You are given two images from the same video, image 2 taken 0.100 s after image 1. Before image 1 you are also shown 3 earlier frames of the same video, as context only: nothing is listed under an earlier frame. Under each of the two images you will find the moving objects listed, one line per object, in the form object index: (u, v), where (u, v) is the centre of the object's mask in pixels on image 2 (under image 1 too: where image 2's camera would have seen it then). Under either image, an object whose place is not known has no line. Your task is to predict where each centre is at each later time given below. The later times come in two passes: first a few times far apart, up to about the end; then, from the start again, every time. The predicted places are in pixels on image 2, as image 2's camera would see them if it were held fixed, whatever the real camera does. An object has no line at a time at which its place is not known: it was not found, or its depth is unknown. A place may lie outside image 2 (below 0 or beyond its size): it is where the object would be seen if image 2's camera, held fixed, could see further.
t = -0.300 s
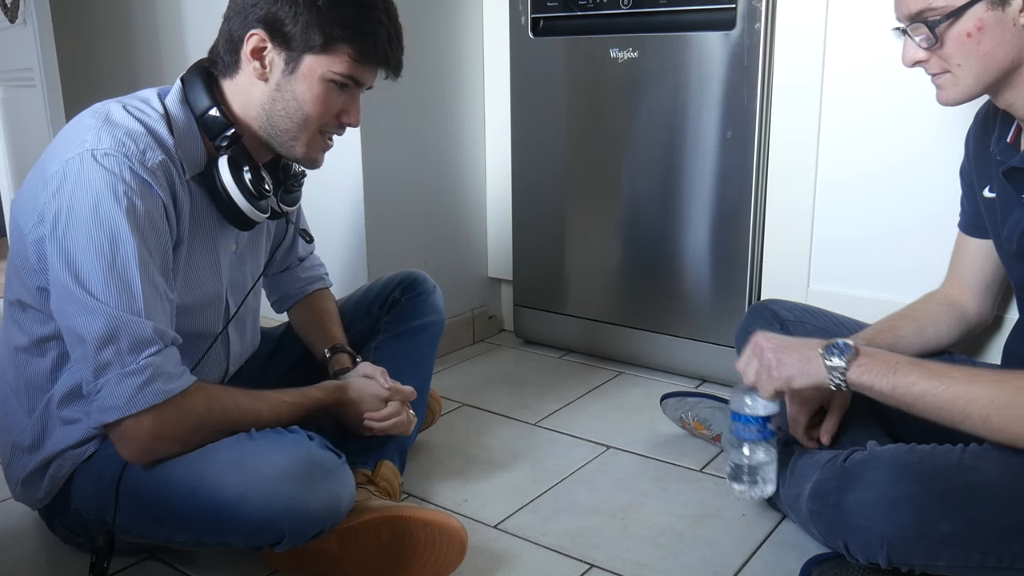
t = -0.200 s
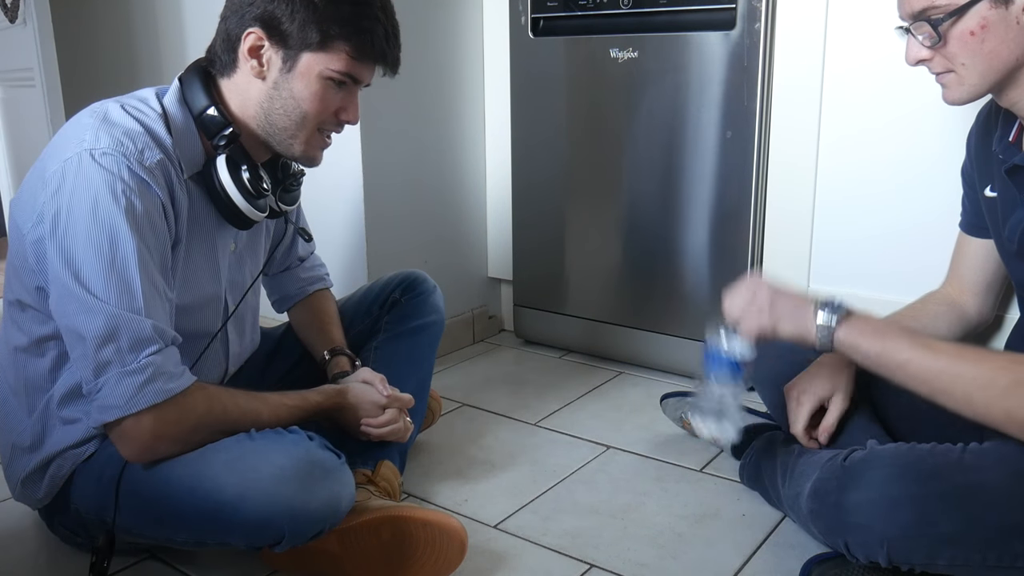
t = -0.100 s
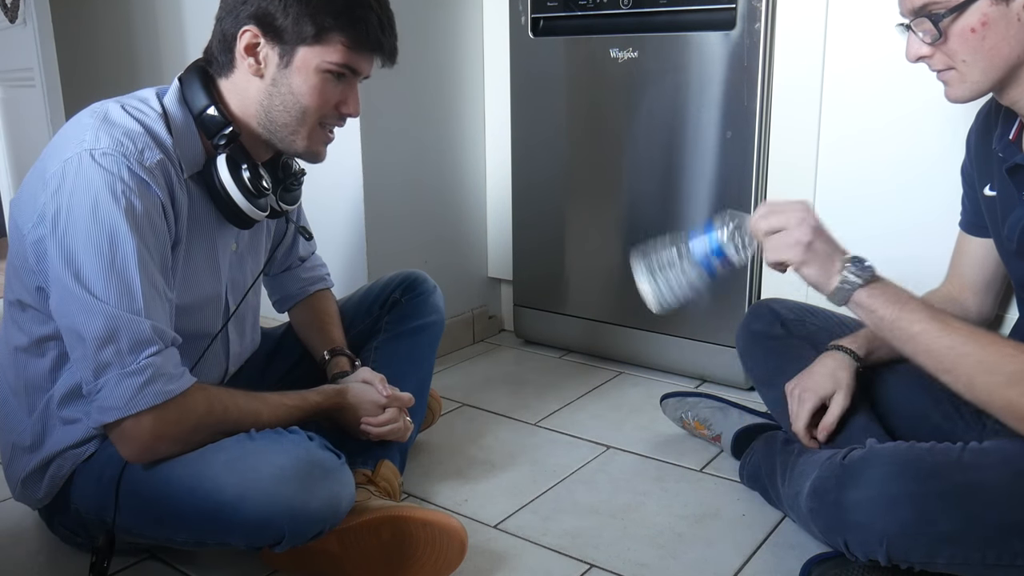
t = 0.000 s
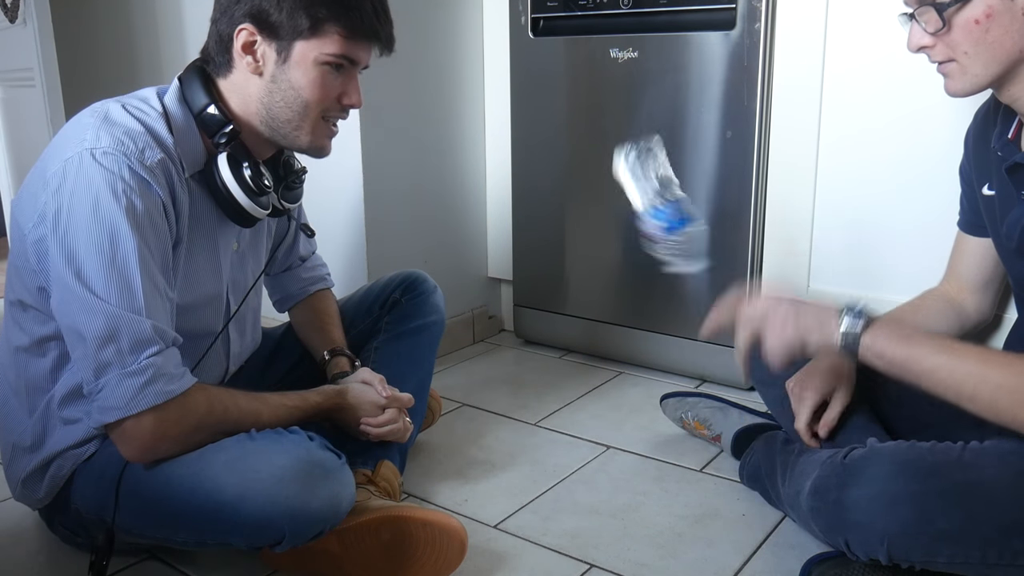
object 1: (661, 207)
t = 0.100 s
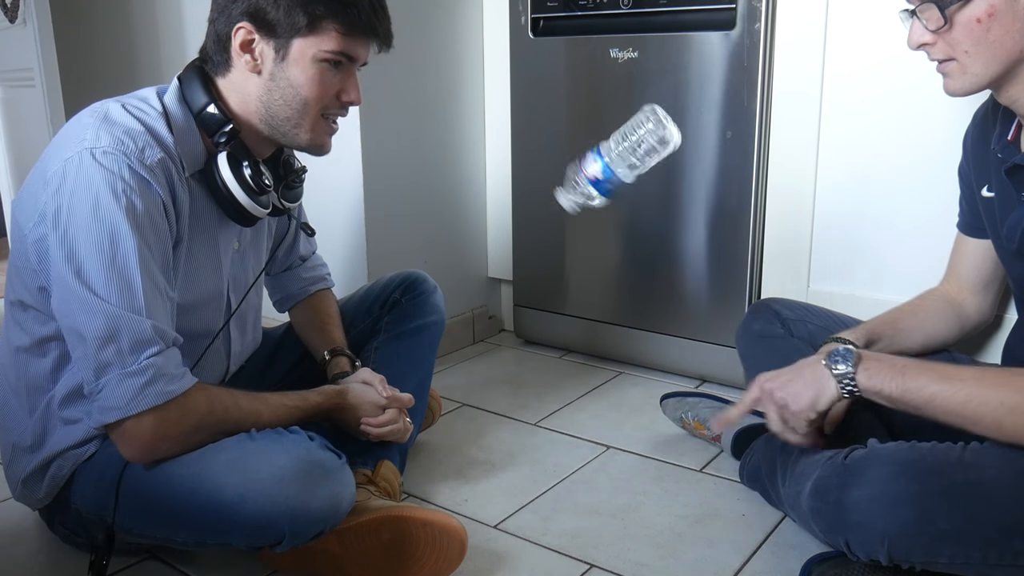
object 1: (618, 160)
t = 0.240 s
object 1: (602, 232)
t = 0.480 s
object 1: (559, 478)
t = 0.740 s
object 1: (558, 475)
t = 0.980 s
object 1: (559, 473)
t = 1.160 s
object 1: (563, 470)
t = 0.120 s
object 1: (618, 159)
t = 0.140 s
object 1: (616, 163)
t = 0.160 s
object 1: (613, 171)
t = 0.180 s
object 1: (611, 182)
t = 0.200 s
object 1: (608, 196)
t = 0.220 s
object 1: (604, 213)
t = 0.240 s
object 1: (602, 232)
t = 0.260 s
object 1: (598, 255)
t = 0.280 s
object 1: (595, 279)
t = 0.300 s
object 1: (592, 307)
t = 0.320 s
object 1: (589, 335)
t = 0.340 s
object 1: (584, 365)
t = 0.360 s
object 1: (579, 393)
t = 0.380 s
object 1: (574, 422)
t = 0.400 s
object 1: (578, 465)
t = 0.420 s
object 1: (578, 478)
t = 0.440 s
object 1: (566, 477)
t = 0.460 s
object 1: (563, 477)
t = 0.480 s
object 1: (559, 478)
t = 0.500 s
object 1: (558, 478)
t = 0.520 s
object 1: (557, 478)
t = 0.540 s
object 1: (557, 478)
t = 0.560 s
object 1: (557, 478)
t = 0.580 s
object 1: (557, 478)
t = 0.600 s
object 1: (557, 477)
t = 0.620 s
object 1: (558, 477)
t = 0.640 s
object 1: (558, 476)
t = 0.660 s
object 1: (558, 476)
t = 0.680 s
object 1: (558, 476)
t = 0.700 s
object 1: (558, 475)
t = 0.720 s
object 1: (558, 475)
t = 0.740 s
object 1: (558, 475)
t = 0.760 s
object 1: (558, 475)
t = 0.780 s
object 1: (558, 475)
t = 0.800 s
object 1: (558, 475)
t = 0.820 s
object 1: (558, 475)
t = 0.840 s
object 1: (558, 474)
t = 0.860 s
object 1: (559, 474)
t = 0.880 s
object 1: (559, 474)
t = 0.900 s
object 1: (559, 473)
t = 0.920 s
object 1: (559, 473)
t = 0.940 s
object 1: (559, 473)
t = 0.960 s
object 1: (559, 473)
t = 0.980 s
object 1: (559, 473)
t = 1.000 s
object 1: (559, 473)
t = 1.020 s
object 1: (559, 472)
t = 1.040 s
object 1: (559, 472)
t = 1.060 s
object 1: (559, 471)
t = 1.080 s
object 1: (560, 471)
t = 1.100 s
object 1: (561, 470)
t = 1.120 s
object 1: (561, 470)
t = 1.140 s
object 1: (563, 470)
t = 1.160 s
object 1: (563, 470)
